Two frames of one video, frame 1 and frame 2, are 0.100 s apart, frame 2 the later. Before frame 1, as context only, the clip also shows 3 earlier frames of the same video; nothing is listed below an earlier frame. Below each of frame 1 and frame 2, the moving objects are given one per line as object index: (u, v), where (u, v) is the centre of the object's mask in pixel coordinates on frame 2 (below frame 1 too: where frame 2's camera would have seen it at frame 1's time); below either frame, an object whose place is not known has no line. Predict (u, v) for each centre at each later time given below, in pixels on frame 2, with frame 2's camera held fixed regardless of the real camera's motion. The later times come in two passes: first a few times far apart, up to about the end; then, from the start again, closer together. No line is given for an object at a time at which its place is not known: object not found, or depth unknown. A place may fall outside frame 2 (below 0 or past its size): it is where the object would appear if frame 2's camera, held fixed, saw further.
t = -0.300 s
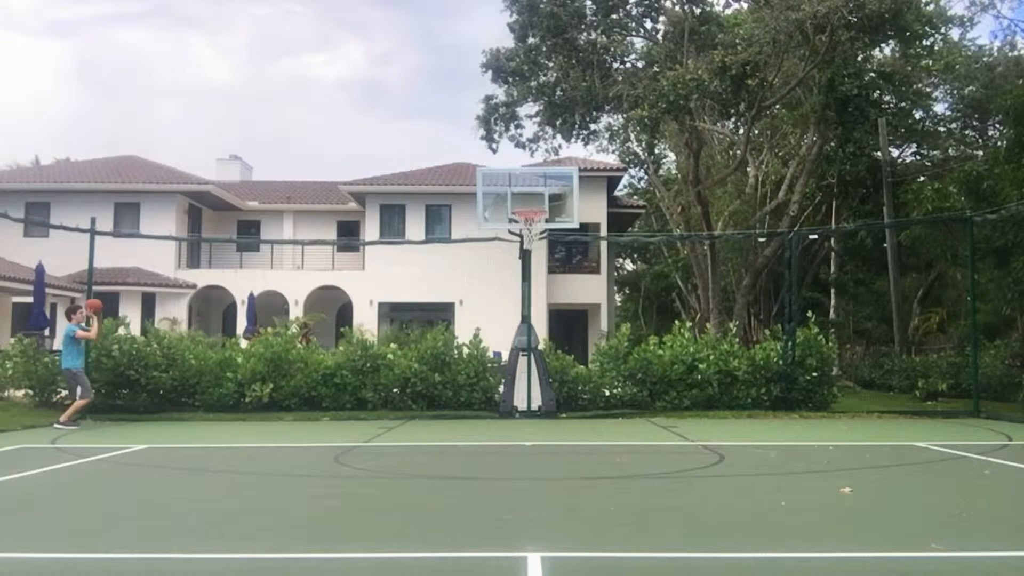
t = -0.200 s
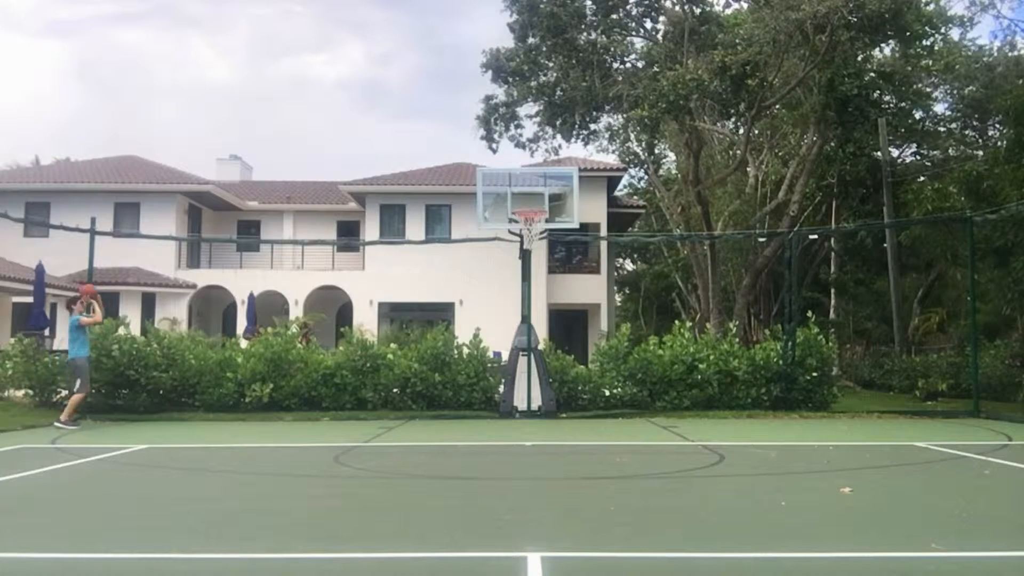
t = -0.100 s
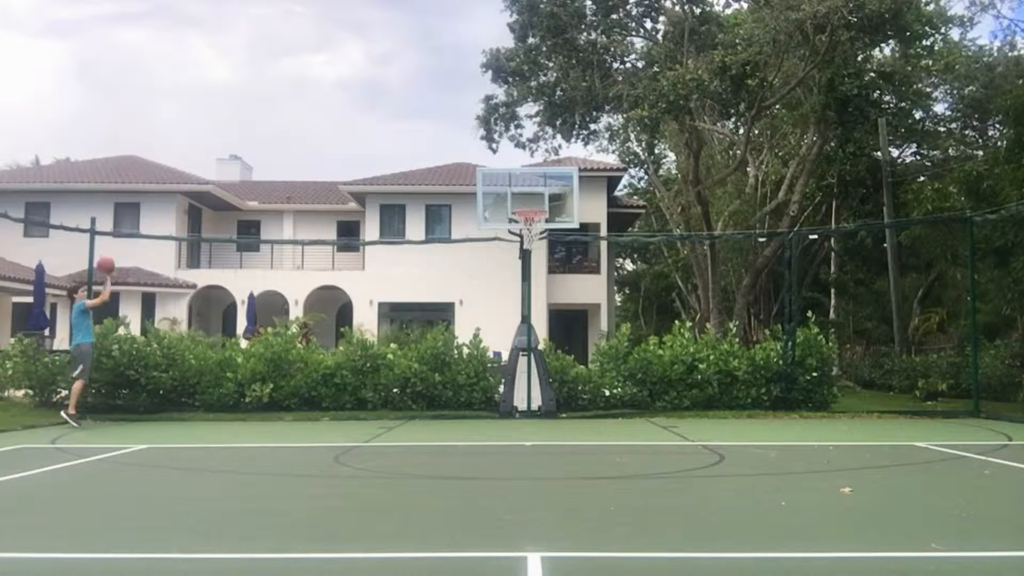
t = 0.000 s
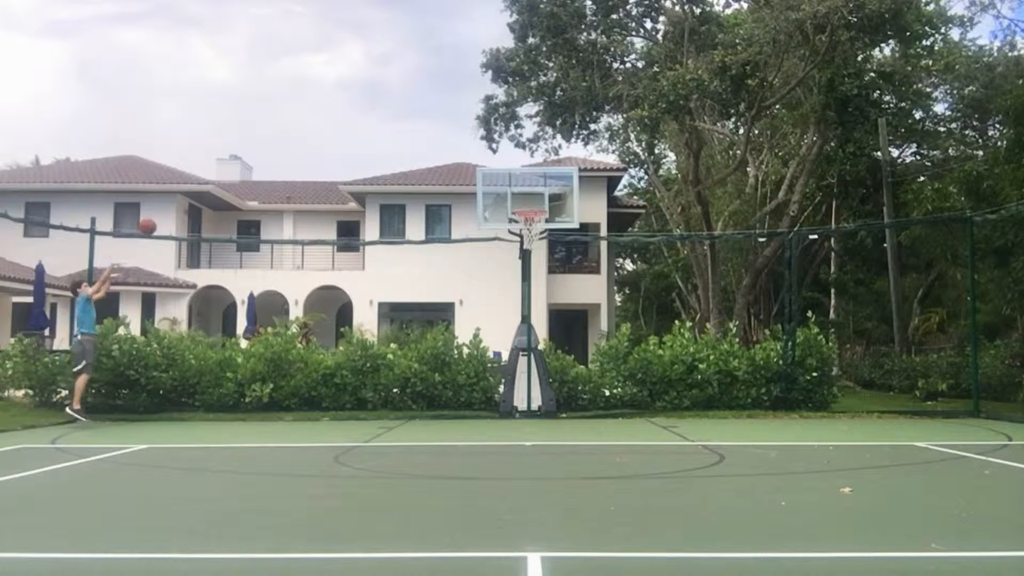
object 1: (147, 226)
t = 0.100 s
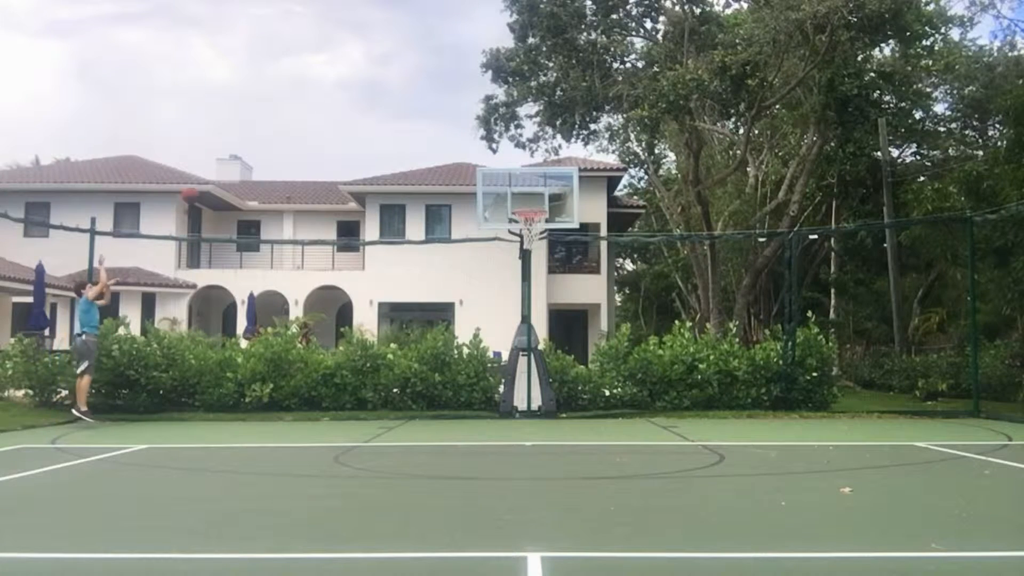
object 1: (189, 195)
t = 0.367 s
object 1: (300, 146)
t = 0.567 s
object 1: (378, 140)
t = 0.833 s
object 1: (479, 173)
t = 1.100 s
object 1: (531, 230)
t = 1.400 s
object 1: (502, 245)
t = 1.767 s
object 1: (467, 344)
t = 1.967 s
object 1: (449, 406)
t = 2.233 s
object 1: (439, 337)
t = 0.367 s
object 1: (300, 146)
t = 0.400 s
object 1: (314, 143)
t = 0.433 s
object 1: (327, 141)
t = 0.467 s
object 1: (340, 140)
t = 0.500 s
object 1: (353, 139)
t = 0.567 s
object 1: (378, 140)
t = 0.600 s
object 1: (391, 142)
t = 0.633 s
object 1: (404, 144)
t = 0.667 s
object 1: (417, 147)
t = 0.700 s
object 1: (429, 151)
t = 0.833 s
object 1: (479, 173)
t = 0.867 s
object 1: (491, 181)
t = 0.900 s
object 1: (503, 188)
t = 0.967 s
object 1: (527, 203)
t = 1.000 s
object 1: (537, 216)
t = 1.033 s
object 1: (536, 221)
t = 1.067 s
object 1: (534, 229)
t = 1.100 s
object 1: (531, 230)
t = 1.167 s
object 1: (524, 231)
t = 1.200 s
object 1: (520, 229)
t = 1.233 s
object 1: (518, 229)
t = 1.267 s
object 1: (514, 232)
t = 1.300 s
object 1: (511, 234)
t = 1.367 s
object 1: (505, 241)
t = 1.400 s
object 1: (502, 245)
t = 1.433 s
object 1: (499, 250)
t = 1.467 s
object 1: (496, 256)
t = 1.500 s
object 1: (493, 263)
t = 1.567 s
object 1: (486, 279)
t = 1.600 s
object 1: (483, 288)
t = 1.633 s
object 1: (480, 298)
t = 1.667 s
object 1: (477, 308)
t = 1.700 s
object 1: (474, 320)
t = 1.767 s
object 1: (467, 344)
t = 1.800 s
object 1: (463, 358)
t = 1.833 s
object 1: (460, 372)
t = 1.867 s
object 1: (457, 387)
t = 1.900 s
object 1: (453, 404)
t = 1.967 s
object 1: (449, 406)
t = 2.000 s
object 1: (448, 394)
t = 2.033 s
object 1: (446, 384)
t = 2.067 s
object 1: (446, 374)
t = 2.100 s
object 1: (444, 365)
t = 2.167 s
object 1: (442, 349)
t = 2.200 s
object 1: (440, 342)
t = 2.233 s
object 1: (439, 337)
